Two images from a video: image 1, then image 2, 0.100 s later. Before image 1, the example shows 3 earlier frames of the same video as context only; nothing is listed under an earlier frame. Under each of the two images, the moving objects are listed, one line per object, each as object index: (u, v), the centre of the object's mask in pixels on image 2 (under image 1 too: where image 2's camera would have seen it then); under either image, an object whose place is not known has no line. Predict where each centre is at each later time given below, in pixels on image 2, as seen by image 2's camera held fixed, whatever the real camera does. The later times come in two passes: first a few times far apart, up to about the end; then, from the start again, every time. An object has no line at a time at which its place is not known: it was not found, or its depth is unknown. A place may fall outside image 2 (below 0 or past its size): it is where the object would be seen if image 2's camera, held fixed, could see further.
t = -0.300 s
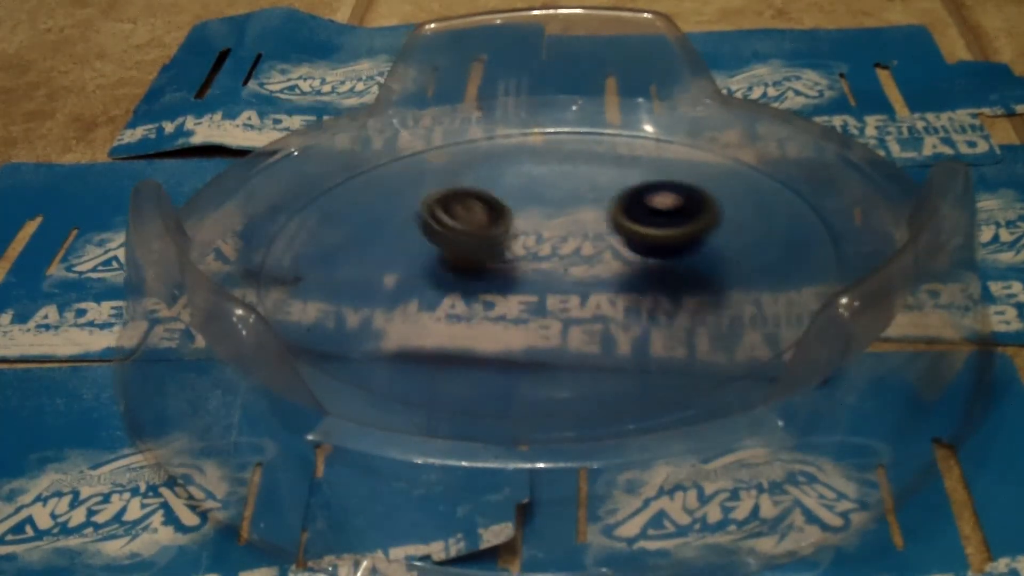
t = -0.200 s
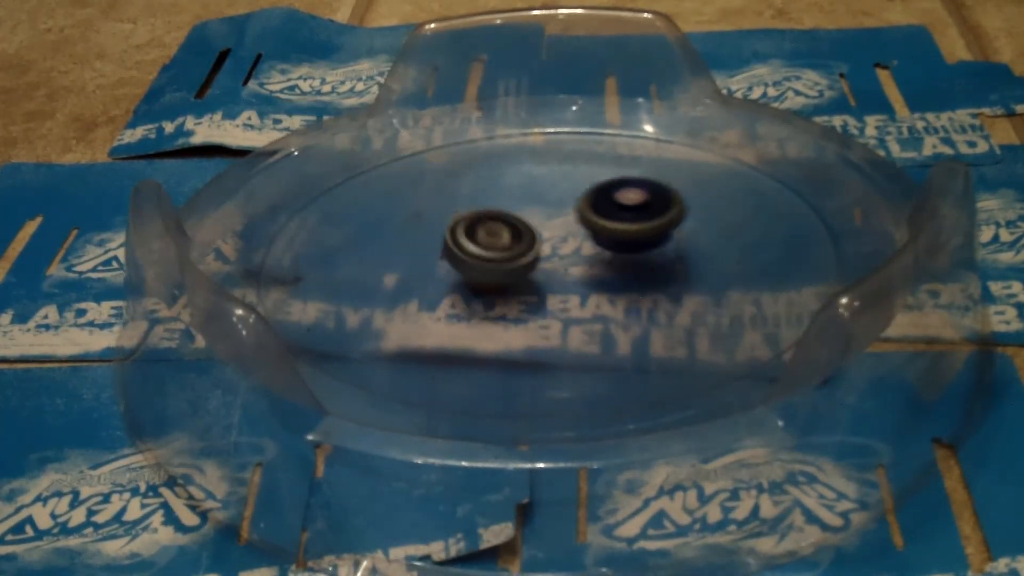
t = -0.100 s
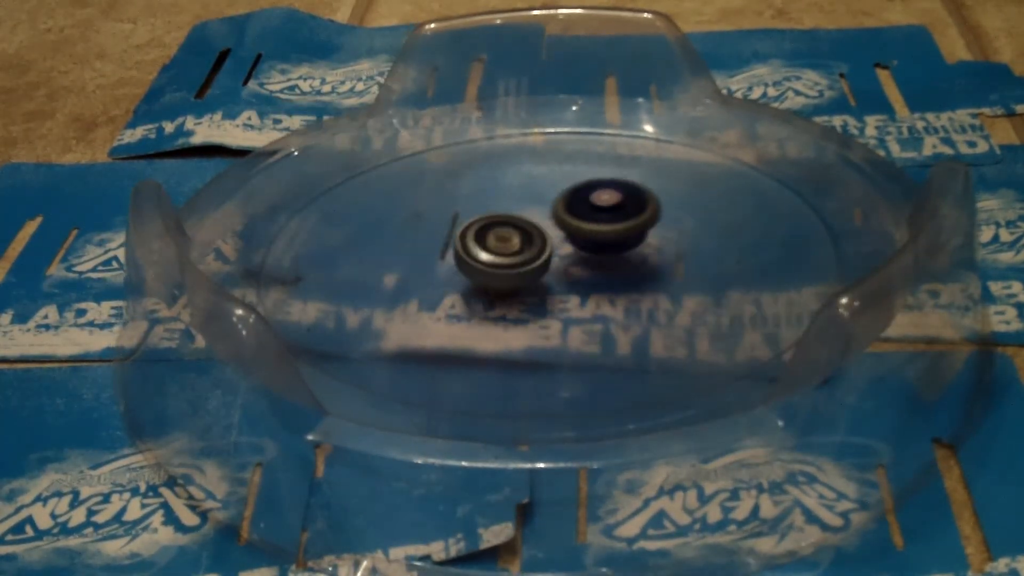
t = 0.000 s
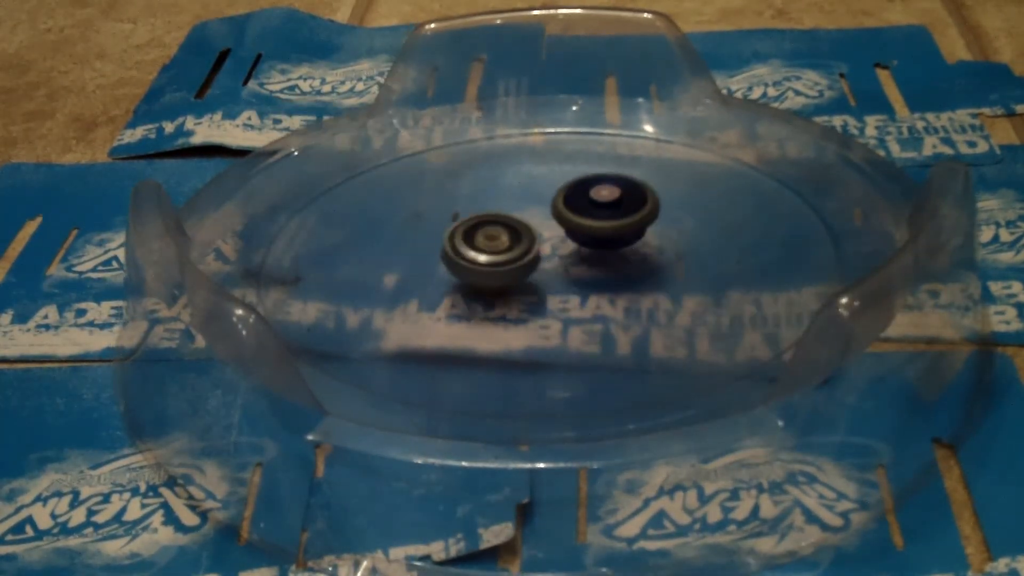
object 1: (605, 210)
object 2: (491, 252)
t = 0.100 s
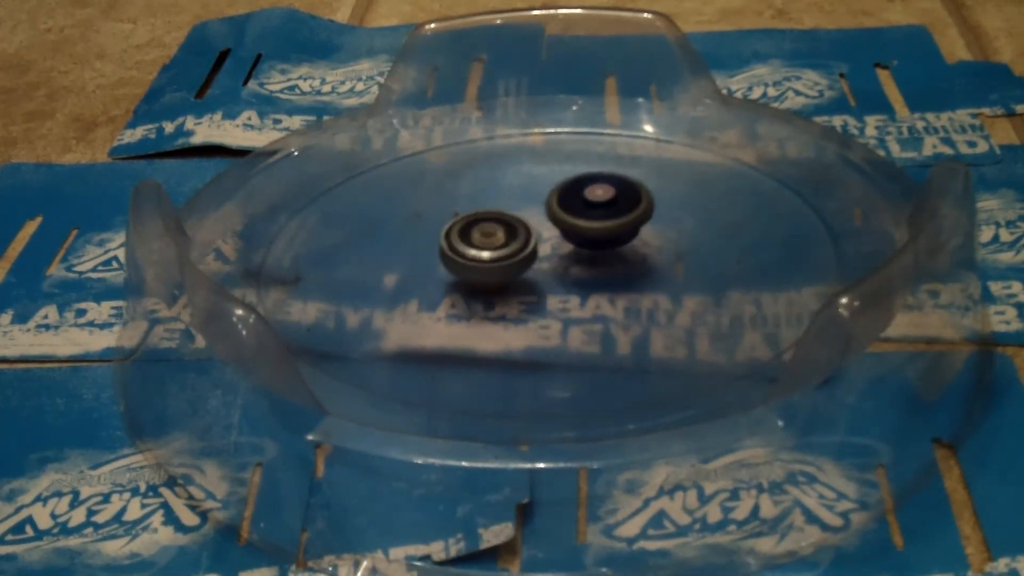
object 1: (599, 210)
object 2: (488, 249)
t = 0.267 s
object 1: (601, 208)
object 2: (486, 251)
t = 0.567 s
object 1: (618, 189)
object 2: (517, 277)
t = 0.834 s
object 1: (613, 180)
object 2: (568, 302)
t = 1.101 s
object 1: (588, 214)
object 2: (608, 281)
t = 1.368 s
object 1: (546, 209)
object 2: (585, 298)
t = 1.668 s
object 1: (506, 238)
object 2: (563, 283)
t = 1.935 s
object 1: (465, 225)
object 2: (560, 295)
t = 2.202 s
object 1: (459, 232)
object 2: (536, 277)
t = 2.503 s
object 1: (426, 190)
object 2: (574, 297)
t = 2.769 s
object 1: (457, 203)
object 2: (569, 274)
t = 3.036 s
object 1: (478, 176)
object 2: (573, 285)
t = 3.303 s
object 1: (507, 188)
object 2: (592, 272)
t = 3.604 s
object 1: (517, 148)
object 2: (609, 314)
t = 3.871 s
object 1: (493, 142)
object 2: (670, 319)
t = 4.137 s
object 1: (495, 219)
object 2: (633, 284)
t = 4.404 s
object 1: (483, 250)
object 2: (581, 282)
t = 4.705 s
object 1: (411, 233)
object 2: (585, 283)
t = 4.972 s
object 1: (367, 221)
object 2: (606, 279)
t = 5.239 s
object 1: (422, 230)
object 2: (583, 259)
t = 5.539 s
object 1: (367, 160)
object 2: (683, 274)
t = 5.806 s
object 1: (405, 166)
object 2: (684, 259)
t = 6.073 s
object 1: (482, 213)
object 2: (625, 248)
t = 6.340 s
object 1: (444, 203)
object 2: (679, 270)
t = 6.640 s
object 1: (459, 248)
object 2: (648, 268)
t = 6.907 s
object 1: (465, 272)
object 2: (593, 269)
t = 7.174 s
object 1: (437, 285)
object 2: (554, 263)
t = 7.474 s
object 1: (362, 295)
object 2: (588, 224)
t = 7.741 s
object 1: (403, 285)
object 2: (583, 213)
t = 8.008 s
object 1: (454, 266)
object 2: (581, 225)
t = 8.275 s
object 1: (457, 260)
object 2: (623, 217)
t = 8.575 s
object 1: (521, 262)
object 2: (612, 225)
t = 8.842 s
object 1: (529, 286)
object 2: (604, 226)
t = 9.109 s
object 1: (505, 317)
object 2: (582, 238)
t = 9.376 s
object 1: (484, 322)
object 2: (553, 253)
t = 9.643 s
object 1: (473, 307)
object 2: (542, 250)
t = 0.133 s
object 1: (595, 212)
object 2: (492, 247)
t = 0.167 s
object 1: (590, 213)
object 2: (495, 247)
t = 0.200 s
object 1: (592, 212)
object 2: (491, 247)
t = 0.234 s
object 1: (598, 209)
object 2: (486, 249)
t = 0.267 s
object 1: (601, 208)
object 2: (486, 251)
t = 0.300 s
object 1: (601, 208)
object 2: (490, 252)
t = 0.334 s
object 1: (599, 209)
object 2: (498, 252)
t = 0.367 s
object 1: (596, 210)
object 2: (507, 253)
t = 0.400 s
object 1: (595, 210)
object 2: (518, 255)
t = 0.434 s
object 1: (597, 208)
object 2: (521, 257)
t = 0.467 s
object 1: (598, 207)
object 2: (526, 259)
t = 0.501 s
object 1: (598, 207)
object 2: (531, 259)
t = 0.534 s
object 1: (601, 203)
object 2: (532, 261)
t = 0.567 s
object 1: (618, 189)
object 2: (517, 277)
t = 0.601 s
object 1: (626, 181)
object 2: (510, 284)
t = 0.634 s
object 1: (630, 175)
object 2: (509, 291)
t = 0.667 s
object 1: (631, 174)
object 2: (514, 295)
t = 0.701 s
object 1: (629, 173)
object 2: (523, 299)
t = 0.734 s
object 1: (625, 174)
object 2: (534, 302)
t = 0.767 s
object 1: (621, 175)
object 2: (546, 303)
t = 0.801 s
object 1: (617, 178)
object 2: (557, 303)
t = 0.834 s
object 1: (613, 180)
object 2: (568, 302)
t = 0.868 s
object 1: (609, 184)
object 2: (579, 301)
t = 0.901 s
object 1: (606, 188)
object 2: (589, 298)
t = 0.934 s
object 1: (603, 192)
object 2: (598, 296)
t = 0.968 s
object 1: (599, 197)
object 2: (605, 293)
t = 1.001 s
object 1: (596, 201)
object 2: (610, 290)
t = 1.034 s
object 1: (593, 206)
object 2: (612, 286)
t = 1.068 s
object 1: (591, 211)
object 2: (611, 283)
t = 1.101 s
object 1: (588, 214)
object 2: (608, 281)
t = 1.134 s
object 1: (585, 217)
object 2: (603, 279)
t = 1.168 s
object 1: (582, 219)
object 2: (599, 278)
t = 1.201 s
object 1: (576, 217)
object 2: (596, 286)
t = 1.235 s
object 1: (570, 209)
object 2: (594, 295)
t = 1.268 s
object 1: (564, 204)
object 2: (591, 298)
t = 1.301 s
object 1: (559, 204)
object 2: (590, 299)
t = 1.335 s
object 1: (552, 206)
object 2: (587, 299)
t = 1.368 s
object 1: (546, 209)
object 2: (585, 298)
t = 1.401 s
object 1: (540, 215)
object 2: (582, 297)
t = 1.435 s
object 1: (535, 221)
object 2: (579, 294)
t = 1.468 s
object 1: (530, 225)
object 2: (575, 291)
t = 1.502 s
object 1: (526, 228)
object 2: (571, 288)
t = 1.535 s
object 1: (522, 231)
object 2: (568, 286)
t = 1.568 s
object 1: (518, 234)
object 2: (564, 285)
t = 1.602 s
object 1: (514, 236)
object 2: (562, 283)
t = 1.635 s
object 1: (509, 237)
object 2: (563, 283)
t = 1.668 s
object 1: (506, 238)
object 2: (563, 283)
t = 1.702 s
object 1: (503, 240)
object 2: (563, 283)
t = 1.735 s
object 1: (497, 241)
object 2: (564, 285)
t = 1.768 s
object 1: (487, 234)
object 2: (573, 291)
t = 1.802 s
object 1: (479, 228)
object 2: (574, 294)
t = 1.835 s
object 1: (474, 223)
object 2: (569, 295)
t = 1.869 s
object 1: (470, 222)
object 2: (565, 296)
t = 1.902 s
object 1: (467, 224)
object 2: (562, 296)
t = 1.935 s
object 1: (465, 225)
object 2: (560, 295)
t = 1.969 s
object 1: (463, 226)
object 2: (558, 292)
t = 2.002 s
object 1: (462, 227)
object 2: (556, 291)
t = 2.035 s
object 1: (460, 226)
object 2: (554, 289)
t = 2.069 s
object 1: (459, 229)
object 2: (550, 287)
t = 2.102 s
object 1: (458, 230)
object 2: (547, 284)
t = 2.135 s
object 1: (458, 231)
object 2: (544, 283)
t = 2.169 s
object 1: (458, 232)
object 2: (540, 279)
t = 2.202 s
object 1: (459, 232)
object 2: (536, 277)
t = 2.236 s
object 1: (459, 233)
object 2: (532, 276)
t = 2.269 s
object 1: (459, 232)
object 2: (527, 275)
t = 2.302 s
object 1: (452, 224)
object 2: (530, 282)
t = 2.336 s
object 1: (438, 205)
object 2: (544, 294)
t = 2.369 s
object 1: (431, 196)
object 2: (554, 300)
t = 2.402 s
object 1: (427, 191)
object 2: (562, 302)
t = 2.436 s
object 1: (426, 189)
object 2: (568, 301)
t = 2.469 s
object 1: (426, 189)
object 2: (572, 300)
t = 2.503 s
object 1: (426, 190)
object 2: (574, 297)
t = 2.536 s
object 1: (428, 191)
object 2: (576, 294)
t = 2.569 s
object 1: (430, 193)
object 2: (577, 291)
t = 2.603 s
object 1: (433, 195)
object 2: (576, 288)
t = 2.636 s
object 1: (437, 197)
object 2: (574, 285)
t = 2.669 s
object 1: (441, 199)
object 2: (572, 283)
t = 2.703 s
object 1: (446, 200)
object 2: (571, 280)
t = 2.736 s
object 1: (451, 202)
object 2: (570, 277)
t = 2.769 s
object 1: (457, 203)
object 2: (569, 274)
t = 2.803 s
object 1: (464, 205)
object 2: (568, 271)
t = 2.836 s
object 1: (471, 207)
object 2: (567, 268)
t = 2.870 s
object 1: (477, 208)
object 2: (563, 265)
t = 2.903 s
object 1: (484, 209)
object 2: (558, 262)
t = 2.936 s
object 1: (489, 209)
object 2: (552, 260)
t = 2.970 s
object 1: (486, 200)
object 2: (557, 270)
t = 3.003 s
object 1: (480, 185)
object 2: (567, 280)
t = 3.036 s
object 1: (478, 176)
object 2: (573, 285)
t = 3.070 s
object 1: (479, 172)
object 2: (576, 288)
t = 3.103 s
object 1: (480, 171)
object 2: (576, 289)
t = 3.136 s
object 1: (482, 172)
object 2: (576, 287)
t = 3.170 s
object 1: (486, 174)
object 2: (576, 284)
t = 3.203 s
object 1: (491, 177)
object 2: (579, 280)
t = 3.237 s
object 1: (496, 181)
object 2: (584, 277)
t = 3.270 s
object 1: (502, 185)
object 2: (589, 274)
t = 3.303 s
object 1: (507, 188)
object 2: (592, 272)
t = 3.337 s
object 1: (512, 192)
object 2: (592, 270)
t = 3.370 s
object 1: (518, 196)
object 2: (590, 268)
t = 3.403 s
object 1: (523, 200)
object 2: (589, 267)
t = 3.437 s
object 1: (528, 203)
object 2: (587, 266)
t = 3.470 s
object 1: (532, 206)
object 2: (584, 265)
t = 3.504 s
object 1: (535, 208)
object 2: (582, 264)
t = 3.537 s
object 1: (535, 208)
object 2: (581, 269)
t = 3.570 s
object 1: (525, 175)
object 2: (599, 300)
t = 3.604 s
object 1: (517, 148)
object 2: (609, 314)
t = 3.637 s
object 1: (510, 129)
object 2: (619, 327)
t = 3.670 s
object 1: (505, 120)
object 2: (627, 334)
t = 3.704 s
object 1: (502, 116)
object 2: (636, 337)
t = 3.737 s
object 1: (500, 117)
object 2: (643, 336)
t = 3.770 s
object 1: (498, 121)
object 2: (651, 334)
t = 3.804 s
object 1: (497, 126)
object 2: (659, 329)
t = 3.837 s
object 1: (495, 133)
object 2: (665, 325)
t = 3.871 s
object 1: (493, 142)
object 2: (670, 319)
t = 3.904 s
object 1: (491, 151)
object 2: (673, 314)
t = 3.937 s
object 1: (490, 160)
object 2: (673, 308)
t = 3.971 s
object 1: (489, 170)
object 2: (672, 302)
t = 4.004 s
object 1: (489, 179)
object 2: (669, 296)
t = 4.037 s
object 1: (489, 190)
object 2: (661, 292)
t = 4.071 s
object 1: (491, 201)
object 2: (652, 289)
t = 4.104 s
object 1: (492, 210)
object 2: (642, 286)
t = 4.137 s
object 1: (495, 219)
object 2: (633, 284)
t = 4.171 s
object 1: (497, 227)
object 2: (624, 283)
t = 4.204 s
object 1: (500, 233)
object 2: (613, 281)
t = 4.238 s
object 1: (502, 239)
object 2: (602, 279)
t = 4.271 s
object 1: (505, 244)
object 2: (593, 278)
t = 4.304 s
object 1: (498, 245)
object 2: (593, 279)
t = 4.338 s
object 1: (490, 243)
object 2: (592, 282)
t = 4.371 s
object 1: (485, 247)
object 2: (587, 283)
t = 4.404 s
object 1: (483, 250)
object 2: (581, 282)
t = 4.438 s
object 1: (482, 252)
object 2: (575, 281)
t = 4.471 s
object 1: (481, 250)
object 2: (569, 280)
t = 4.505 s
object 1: (474, 249)
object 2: (574, 279)
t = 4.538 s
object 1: (466, 248)
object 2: (575, 278)
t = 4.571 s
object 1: (460, 248)
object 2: (571, 276)
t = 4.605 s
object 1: (457, 249)
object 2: (563, 275)
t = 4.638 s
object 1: (456, 251)
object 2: (557, 274)
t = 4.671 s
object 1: (439, 243)
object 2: (564, 277)
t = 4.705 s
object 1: (411, 233)
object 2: (585, 283)
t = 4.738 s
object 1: (388, 226)
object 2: (600, 287)
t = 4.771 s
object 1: (375, 220)
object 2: (608, 289)
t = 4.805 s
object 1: (367, 218)
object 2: (612, 289)
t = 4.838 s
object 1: (364, 217)
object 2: (612, 288)
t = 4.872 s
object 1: (363, 218)
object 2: (612, 286)
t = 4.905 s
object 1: (364, 219)
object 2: (611, 283)
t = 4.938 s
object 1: (365, 220)
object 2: (609, 281)
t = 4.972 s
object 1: (367, 221)
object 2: (606, 279)
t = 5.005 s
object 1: (371, 222)
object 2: (604, 276)
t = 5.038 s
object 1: (377, 224)
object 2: (602, 274)
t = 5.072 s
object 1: (383, 225)
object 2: (599, 271)
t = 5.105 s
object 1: (390, 227)
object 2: (597, 269)
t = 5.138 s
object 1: (398, 228)
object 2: (595, 266)
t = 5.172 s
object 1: (406, 229)
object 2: (592, 264)
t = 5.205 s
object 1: (414, 230)
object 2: (588, 261)
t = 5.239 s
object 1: (422, 230)
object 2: (583, 259)
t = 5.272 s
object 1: (430, 230)
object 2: (579, 257)
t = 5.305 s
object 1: (438, 228)
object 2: (574, 255)
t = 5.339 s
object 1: (445, 228)
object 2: (569, 253)
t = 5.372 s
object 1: (453, 227)
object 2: (565, 252)
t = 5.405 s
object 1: (460, 226)
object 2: (560, 251)
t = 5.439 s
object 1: (446, 218)
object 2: (584, 256)
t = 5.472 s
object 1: (412, 197)
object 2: (627, 265)
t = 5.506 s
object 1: (382, 172)
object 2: (662, 272)
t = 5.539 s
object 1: (367, 160)
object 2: (683, 274)
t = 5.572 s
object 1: (359, 151)
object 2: (698, 275)
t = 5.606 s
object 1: (357, 147)
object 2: (705, 275)
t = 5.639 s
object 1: (363, 149)
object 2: (705, 272)
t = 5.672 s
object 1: (370, 151)
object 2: (702, 270)
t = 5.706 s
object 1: (378, 154)
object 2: (699, 267)
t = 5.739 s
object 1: (386, 158)
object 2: (693, 265)
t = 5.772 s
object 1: (395, 161)
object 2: (688, 262)
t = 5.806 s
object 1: (405, 166)
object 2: (684, 259)
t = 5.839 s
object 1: (415, 172)
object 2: (680, 258)
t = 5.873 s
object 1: (426, 177)
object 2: (675, 256)
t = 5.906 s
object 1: (436, 183)
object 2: (669, 254)
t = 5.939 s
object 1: (447, 190)
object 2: (658, 254)
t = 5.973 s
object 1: (457, 195)
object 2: (648, 252)
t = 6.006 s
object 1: (466, 200)
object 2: (639, 251)
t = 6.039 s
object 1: (474, 206)
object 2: (633, 249)
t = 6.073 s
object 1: (482, 213)
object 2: (625, 248)
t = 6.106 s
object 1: (491, 214)
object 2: (618, 247)
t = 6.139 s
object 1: (498, 219)
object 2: (612, 247)
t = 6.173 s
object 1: (505, 223)
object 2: (605, 247)
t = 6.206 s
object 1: (495, 221)
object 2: (618, 253)
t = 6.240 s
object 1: (470, 211)
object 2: (645, 261)
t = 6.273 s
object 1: (456, 205)
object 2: (663, 266)
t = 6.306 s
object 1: (447, 202)
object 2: (674, 269)
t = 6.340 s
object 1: (444, 203)
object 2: (679, 270)
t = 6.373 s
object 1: (445, 207)
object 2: (681, 269)
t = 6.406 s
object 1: (448, 211)
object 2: (680, 269)
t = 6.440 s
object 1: (450, 217)
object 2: (677, 268)
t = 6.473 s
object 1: (452, 222)
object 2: (672, 268)
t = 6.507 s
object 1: (454, 228)
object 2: (668, 268)
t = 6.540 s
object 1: (455, 232)
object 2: (663, 268)
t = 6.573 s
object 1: (456, 239)
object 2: (658, 268)
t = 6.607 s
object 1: (458, 243)
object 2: (654, 268)
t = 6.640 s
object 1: (459, 248)
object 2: (648, 268)
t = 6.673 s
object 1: (460, 253)
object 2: (643, 268)
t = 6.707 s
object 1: (461, 255)
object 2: (637, 268)
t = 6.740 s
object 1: (462, 259)
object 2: (631, 268)
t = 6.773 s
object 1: (463, 262)
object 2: (624, 268)
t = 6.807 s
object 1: (464, 264)
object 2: (617, 268)
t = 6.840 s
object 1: (464, 267)
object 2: (609, 269)
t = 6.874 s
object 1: (465, 270)
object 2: (602, 269)
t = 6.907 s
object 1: (465, 272)
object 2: (593, 269)
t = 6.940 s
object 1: (466, 275)
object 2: (584, 269)
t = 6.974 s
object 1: (465, 279)
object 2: (575, 269)
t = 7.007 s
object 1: (455, 280)
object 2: (572, 268)
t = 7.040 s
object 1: (446, 281)
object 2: (571, 267)
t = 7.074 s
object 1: (441, 282)
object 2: (567, 266)
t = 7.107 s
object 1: (439, 283)
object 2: (564, 264)
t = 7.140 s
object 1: (438, 284)
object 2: (559, 263)
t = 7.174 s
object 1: (437, 285)
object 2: (554, 263)
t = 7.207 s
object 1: (437, 285)
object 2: (549, 262)
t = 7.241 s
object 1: (437, 286)
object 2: (543, 261)
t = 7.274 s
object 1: (436, 286)
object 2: (537, 260)
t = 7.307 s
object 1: (436, 286)
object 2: (532, 259)
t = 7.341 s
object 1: (435, 286)
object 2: (527, 257)
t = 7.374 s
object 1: (409, 289)
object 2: (542, 250)
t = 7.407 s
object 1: (383, 292)
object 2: (564, 239)
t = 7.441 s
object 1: (368, 295)
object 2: (579, 230)
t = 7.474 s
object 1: (362, 295)
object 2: (588, 224)
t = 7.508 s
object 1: (362, 295)
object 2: (591, 220)
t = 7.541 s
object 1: (364, 295)
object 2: (589, 217)
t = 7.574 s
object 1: (369, 294)
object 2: (588, 215)
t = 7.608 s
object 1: (375, 293)
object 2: (587, 214)
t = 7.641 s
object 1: (382, 291)
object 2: (586, 213)
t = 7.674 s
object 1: (389, 290)
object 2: (584, 213)
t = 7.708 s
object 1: (396, 288)
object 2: (584, 213)
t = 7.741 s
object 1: (403, 285)
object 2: (583, 213)
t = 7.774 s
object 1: (410, 283)
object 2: (583, 214)
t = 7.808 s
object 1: (417, 281)
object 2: (583, 215)
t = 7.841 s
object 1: (423, 278)
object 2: (583, 216)
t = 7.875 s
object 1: (430, 276)
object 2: (583, 219)
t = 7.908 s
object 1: (435, 274)
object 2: (582, 220)
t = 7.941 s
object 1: (441, 270)
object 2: (582, 222)
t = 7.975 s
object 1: (448, 268)
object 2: (582, 224)
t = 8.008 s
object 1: (454, 266)
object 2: (581, 225)
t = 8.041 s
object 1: (462, 263)
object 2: (580, 227)
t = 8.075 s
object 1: (469, 262)
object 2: (578, 229)
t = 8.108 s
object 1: (476, 261)
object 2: (577, 231)
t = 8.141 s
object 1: (479, 260)
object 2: (579, 233)
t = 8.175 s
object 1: (464, 261)
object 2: (597, 226)
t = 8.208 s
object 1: (456, 260)
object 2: (611, 221)
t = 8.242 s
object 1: (454, 261)
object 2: (618, 219)
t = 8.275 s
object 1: (457, 260)
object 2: (623, 217)
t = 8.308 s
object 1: (463, 260)
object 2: (625, 215)
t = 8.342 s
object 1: (471, 260)
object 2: (627, 215)
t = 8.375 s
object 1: (478, 260)
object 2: (627, 215)
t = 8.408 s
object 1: (485, 260)
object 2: (626, 216)
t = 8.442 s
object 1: (493, 261)
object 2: (624, 218)
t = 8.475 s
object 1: (500, 261)
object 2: (622, 220)
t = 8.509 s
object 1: (508, 261)
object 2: (619, 222)
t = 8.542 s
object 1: (515, 261)
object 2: (615, 223)
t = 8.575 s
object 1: (521, 262)
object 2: (612, 225)
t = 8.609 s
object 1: (527, 263)
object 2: (611, 226)
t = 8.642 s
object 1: (527, 266)
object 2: (610, 224)
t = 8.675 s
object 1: (528, 268)
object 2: (608, 224)
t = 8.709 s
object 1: (529, 271)
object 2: (607, 224)
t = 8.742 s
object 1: (533, 272)
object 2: (605, 225)
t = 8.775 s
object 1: (536, 274)
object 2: (604, 225)
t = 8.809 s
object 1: (538, 275)
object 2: (602, 227)
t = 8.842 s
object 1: (529, 286)
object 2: (604, 226)
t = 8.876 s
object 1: (516, 296)
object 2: (606, 222)
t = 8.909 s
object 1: (509, 303)
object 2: (608, 220)
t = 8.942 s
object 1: (504, 311)
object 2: (607, 220)
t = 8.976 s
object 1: (503, 314)
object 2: (603, 223)
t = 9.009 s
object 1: (503, 315)
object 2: (598, 225)
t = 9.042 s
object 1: (504, 316)
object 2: (593, 229)
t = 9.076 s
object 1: (504, 317)
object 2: (587, 233)
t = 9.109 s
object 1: (505, 317)
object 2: (582, 238)
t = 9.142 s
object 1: (505, 317)
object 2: (575, 243)
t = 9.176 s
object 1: (506, 317)
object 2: (569, 248)
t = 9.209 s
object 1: (505, 316)
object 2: (563, 253)
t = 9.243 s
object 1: (505, 316)
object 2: (557, 256)
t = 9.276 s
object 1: (504, 315)
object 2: (552, 260)
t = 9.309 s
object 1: (500, 316)
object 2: (550, 261)
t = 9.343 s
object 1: (489, 321)
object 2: (552, 258)
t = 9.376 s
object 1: (484, 322)
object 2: (553, 253)
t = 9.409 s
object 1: (480, 322)
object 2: (553, 252)
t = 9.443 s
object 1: (478, 321)
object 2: (553, 250)
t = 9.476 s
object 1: (476, 319)
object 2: (552, 251)
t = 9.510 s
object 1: (475, 317)
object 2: (551, 250)
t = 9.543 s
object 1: (474, 315)
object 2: (550, 250)
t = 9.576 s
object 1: (473, 312)
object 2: (548, 250)
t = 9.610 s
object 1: (473, 309)
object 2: (545, 250)
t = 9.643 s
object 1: (473, 307)
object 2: (542, 250)
